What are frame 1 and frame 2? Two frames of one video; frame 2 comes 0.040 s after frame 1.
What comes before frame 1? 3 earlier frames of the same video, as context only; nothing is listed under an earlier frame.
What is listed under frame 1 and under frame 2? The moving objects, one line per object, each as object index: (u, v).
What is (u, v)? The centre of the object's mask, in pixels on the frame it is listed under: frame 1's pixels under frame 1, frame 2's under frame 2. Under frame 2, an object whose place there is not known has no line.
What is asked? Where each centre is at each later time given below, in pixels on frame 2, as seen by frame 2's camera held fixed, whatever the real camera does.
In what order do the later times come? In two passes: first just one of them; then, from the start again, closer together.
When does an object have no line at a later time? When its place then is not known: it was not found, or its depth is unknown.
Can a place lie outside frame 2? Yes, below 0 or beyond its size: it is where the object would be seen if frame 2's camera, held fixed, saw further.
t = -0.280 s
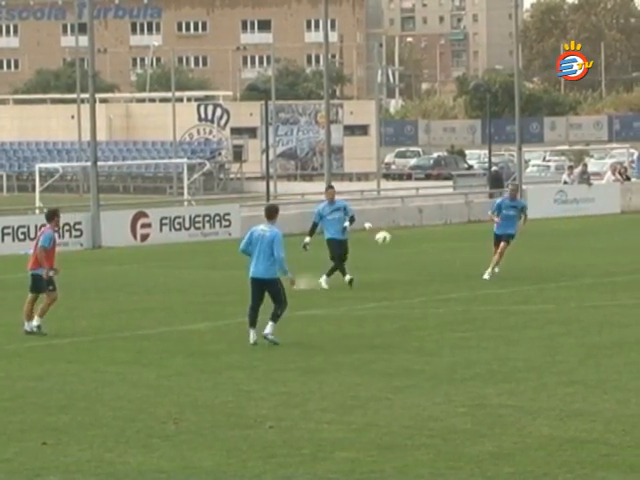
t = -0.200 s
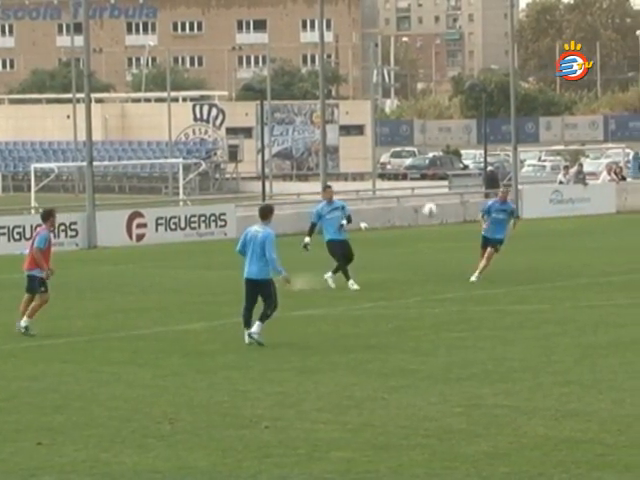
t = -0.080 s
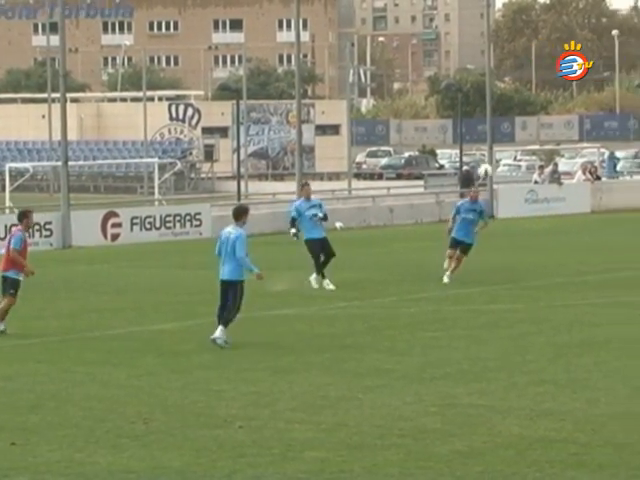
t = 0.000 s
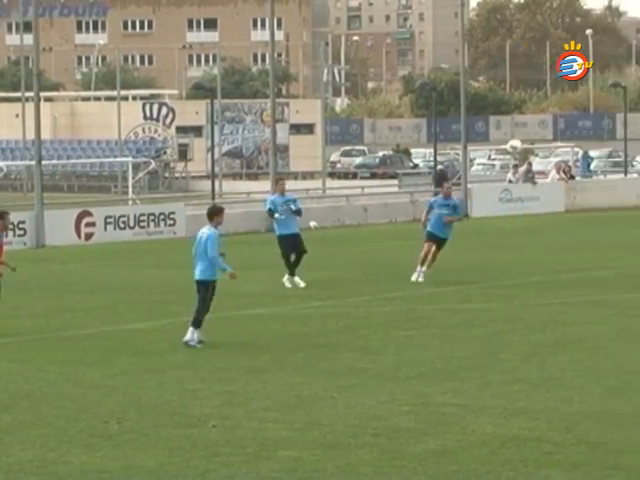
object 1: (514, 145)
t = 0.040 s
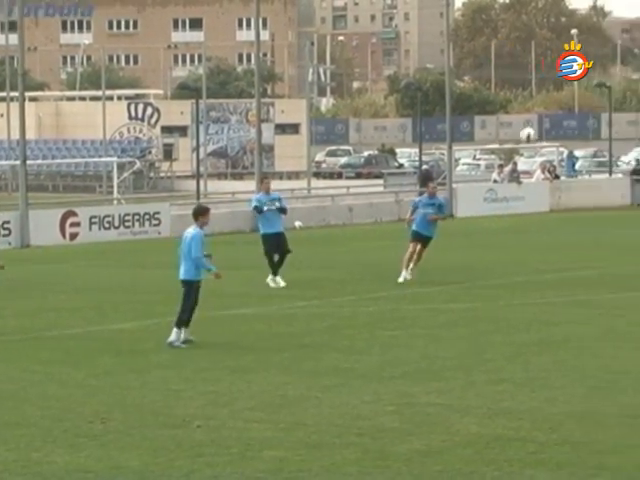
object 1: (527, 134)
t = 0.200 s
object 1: (646, 95)
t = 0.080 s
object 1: (556, 124)
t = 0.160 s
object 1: (615, 103)
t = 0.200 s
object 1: (646, 95)
